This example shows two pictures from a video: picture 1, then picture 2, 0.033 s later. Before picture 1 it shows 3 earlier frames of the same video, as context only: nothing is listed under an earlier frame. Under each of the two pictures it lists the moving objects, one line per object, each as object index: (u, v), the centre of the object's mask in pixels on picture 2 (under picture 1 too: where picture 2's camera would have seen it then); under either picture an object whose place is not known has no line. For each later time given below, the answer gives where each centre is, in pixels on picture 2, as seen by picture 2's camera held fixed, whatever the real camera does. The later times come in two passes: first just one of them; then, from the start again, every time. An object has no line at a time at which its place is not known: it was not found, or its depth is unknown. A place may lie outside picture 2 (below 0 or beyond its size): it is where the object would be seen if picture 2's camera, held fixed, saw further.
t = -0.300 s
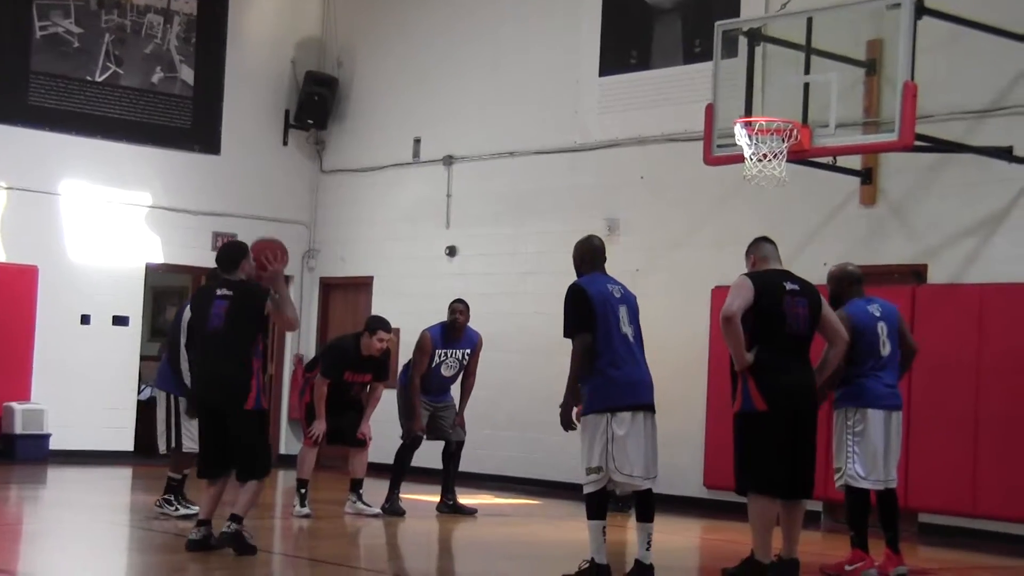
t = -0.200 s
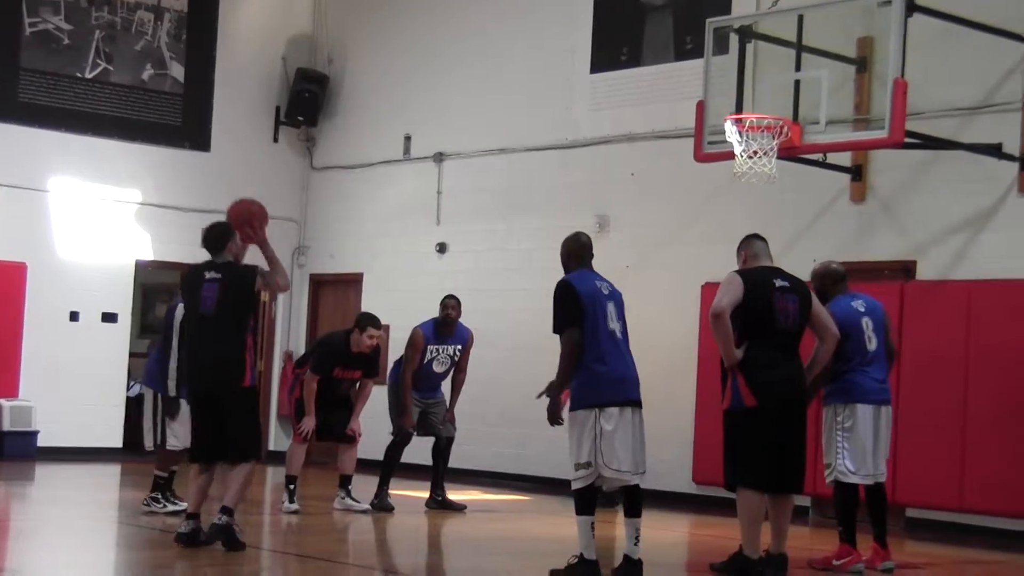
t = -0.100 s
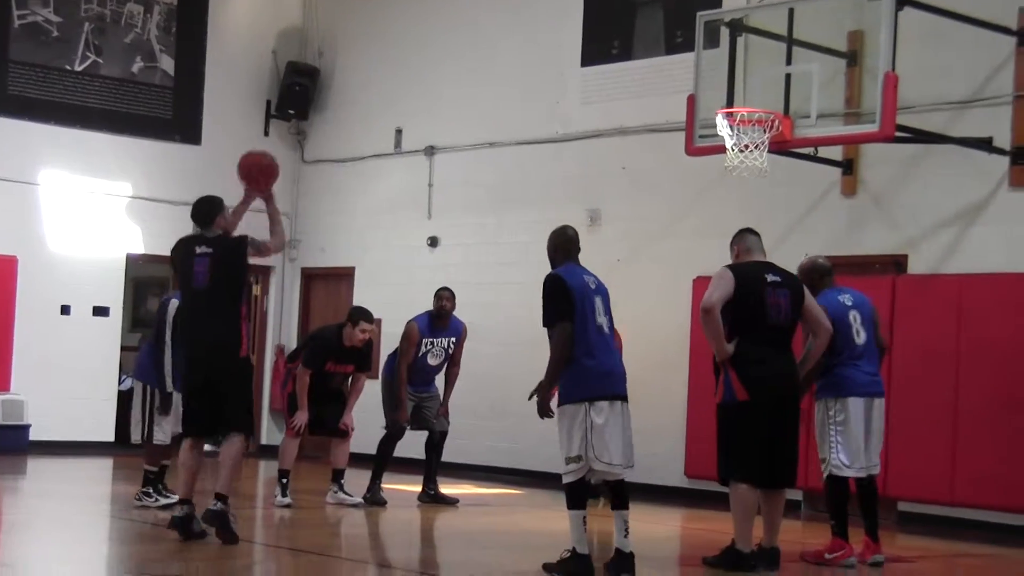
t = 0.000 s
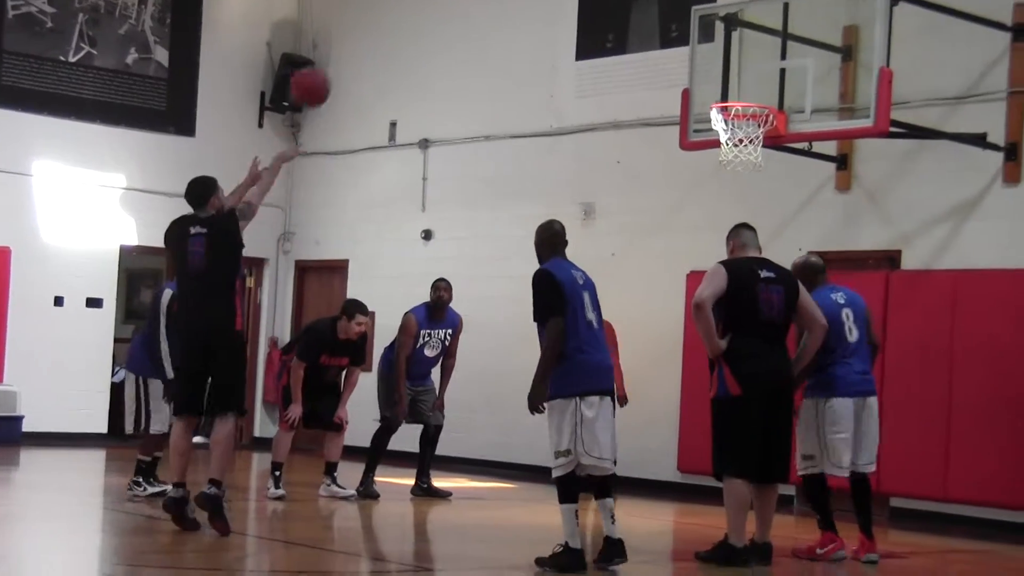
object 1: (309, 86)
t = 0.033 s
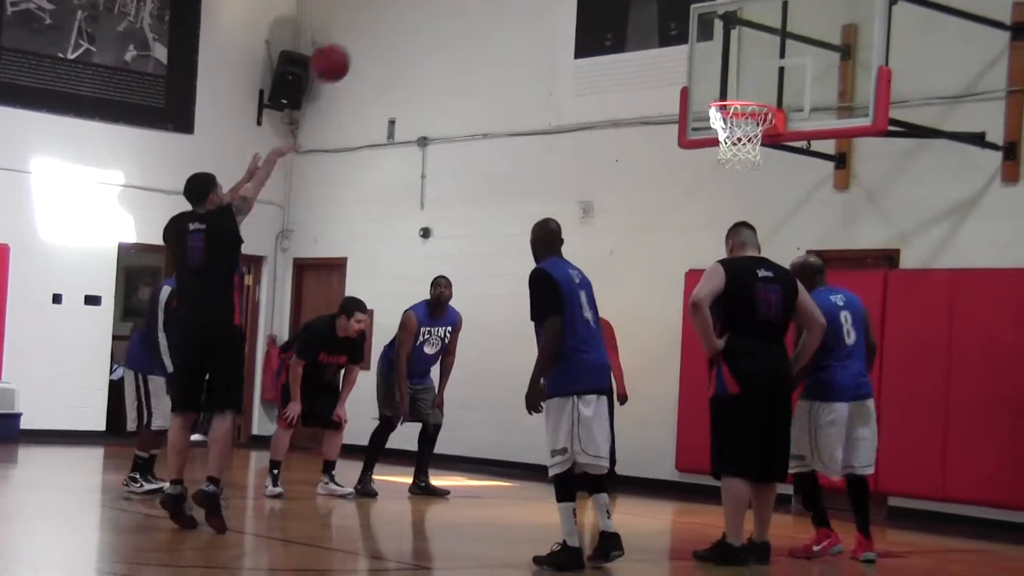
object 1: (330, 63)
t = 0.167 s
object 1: (412, 7)
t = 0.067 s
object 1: (351, 42)
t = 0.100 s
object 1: (372, 23)
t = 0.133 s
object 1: (392, 13)
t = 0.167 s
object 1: (412, 7)
